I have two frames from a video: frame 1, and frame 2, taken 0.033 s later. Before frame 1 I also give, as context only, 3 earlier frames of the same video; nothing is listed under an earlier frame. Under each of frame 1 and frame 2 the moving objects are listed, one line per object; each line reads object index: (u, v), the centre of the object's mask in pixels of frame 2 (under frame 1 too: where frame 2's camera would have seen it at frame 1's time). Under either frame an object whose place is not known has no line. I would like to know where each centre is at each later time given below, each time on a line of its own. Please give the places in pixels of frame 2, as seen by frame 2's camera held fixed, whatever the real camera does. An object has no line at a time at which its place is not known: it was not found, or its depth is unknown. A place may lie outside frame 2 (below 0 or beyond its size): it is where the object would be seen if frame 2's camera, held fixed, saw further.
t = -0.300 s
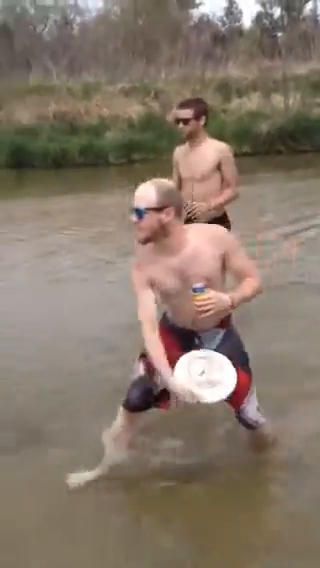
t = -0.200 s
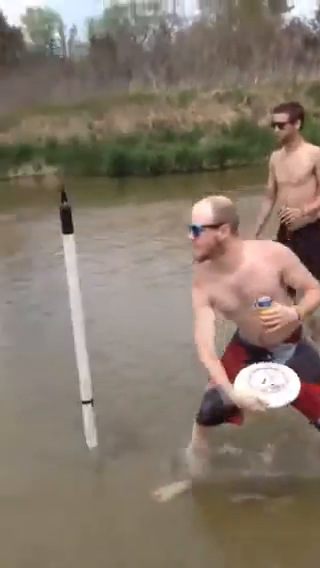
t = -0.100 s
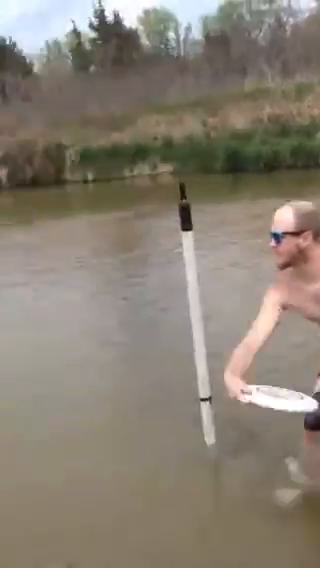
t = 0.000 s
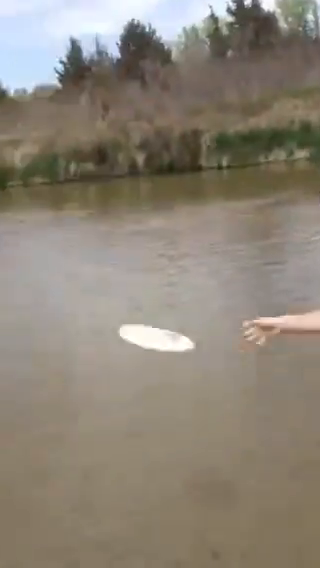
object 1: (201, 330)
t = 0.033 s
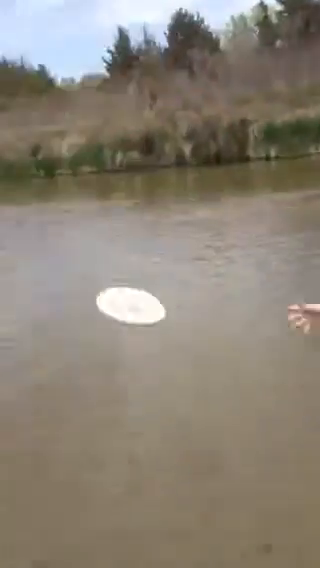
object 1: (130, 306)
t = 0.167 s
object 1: (-73, 235)
